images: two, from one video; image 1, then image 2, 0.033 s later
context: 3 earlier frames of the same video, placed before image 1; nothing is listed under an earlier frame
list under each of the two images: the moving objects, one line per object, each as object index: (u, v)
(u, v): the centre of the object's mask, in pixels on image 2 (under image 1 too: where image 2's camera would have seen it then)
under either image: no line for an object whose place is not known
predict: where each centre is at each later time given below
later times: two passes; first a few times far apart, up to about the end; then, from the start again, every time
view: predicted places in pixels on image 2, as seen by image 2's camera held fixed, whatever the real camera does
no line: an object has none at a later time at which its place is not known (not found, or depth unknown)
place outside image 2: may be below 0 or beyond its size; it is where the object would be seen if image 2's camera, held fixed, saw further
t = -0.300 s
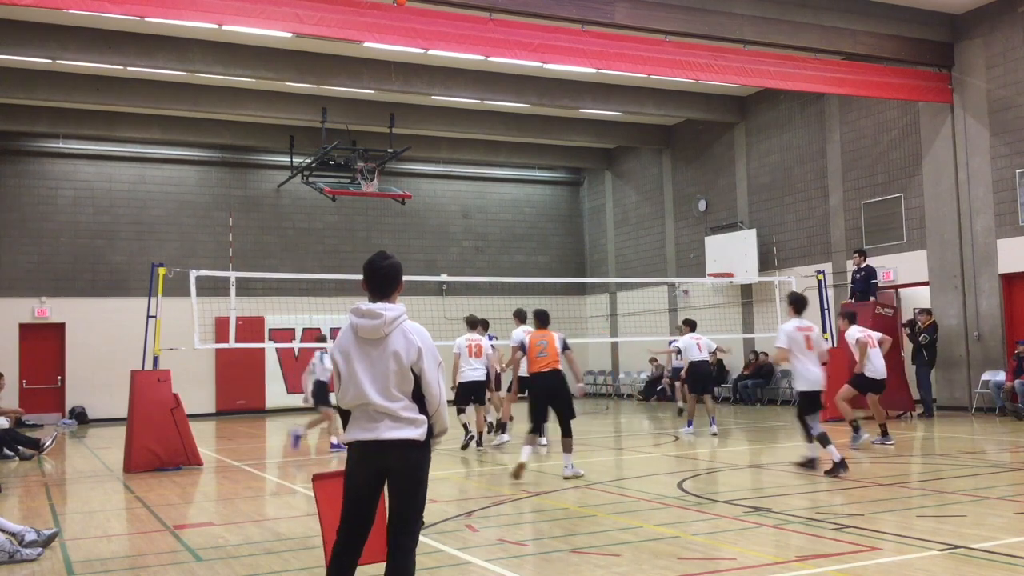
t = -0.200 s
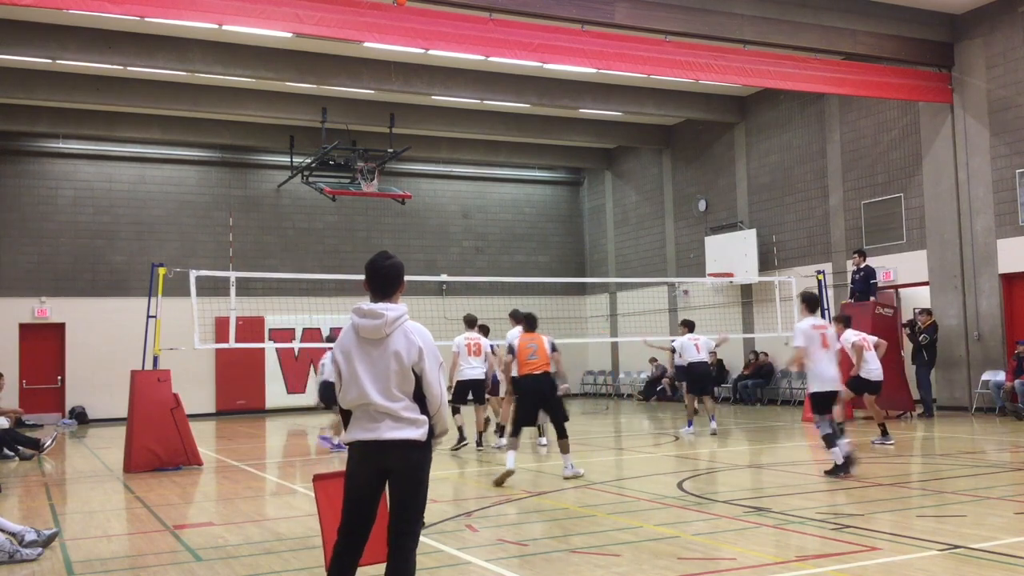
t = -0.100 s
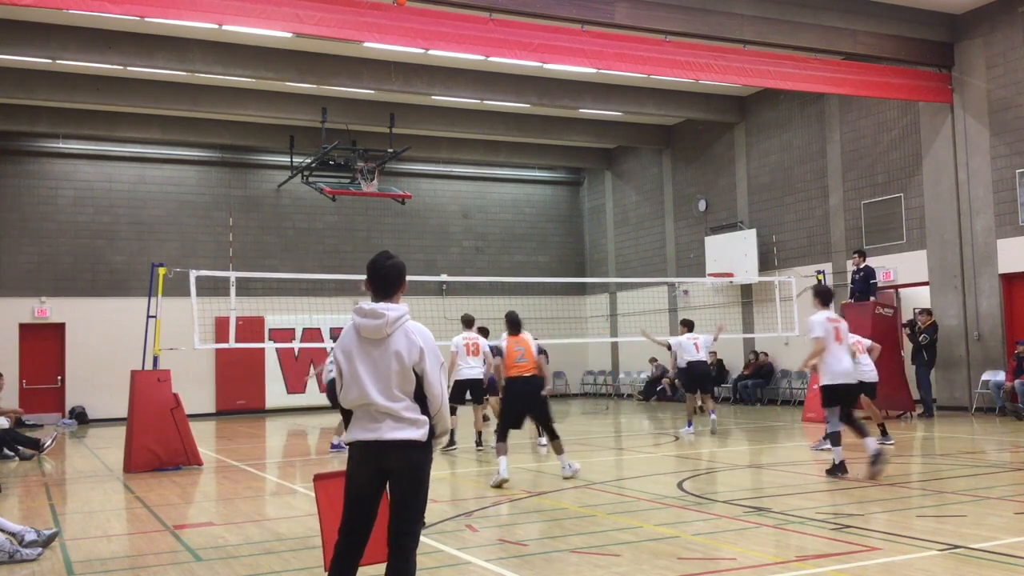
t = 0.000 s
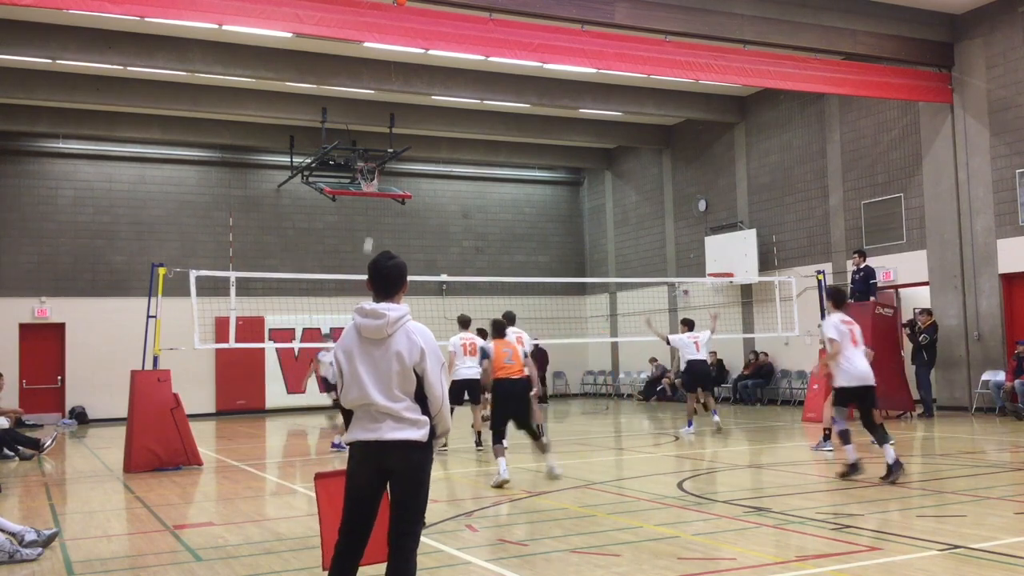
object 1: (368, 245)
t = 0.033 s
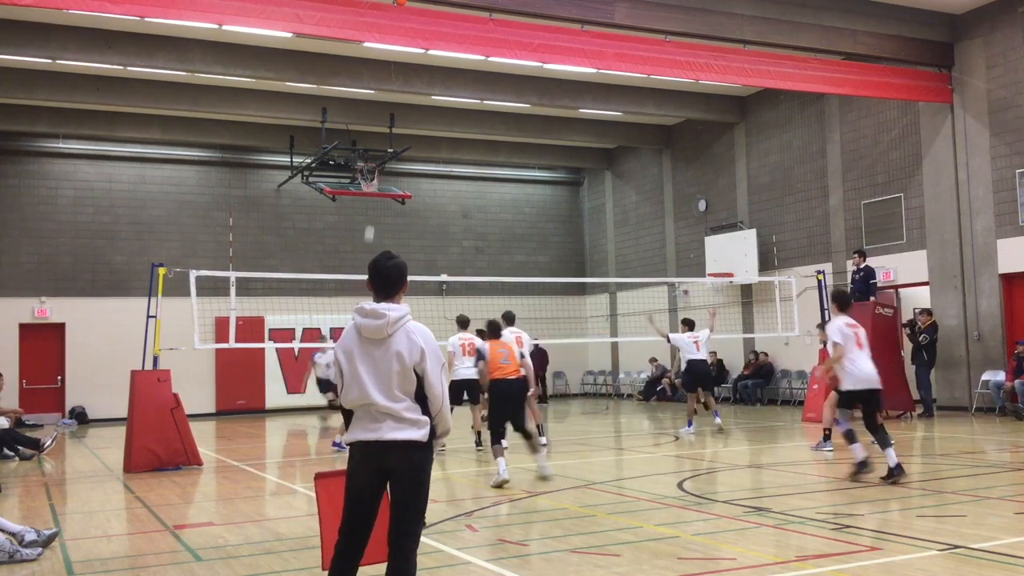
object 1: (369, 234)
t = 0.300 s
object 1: (378, 160)
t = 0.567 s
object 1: (390, 119)
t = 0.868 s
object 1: (404, 121)
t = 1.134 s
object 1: (419, 169)
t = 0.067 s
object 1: (370, 223)
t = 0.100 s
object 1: (371, 212)
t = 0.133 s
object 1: (372, 204)
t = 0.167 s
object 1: (374, 191)
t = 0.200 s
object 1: (376, 182)
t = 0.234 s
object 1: (376, 174)
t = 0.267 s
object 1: (377, 166)
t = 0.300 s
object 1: (378, 160)
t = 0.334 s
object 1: (380, 152)
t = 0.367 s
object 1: (381, 146)
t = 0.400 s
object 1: (382, 139)
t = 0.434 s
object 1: (384, 134)
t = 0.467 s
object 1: (385, 129)
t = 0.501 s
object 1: (387, 124)
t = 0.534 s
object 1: (388, 121)
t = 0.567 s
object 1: (390, 119)
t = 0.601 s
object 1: (391, 117)
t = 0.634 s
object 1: (393, 115)
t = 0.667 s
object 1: (394, 114)
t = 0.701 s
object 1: (396, 114)
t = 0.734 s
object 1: (397, 114)
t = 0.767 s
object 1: (399, 114)
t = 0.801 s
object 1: (401, 116)
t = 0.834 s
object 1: (402, 118)
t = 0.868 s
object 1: (404, 121)
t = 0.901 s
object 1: (406, 123)
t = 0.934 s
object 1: (407, 128)
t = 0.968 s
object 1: (409, 133)
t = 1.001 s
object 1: (411, 139)
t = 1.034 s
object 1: (413, 145)
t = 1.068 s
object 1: (415, 153)
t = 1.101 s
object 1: (417, 158)
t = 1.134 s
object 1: (419, 169)
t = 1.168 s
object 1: (422, 177)
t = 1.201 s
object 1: (424, 187)
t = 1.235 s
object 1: (426, 199)
